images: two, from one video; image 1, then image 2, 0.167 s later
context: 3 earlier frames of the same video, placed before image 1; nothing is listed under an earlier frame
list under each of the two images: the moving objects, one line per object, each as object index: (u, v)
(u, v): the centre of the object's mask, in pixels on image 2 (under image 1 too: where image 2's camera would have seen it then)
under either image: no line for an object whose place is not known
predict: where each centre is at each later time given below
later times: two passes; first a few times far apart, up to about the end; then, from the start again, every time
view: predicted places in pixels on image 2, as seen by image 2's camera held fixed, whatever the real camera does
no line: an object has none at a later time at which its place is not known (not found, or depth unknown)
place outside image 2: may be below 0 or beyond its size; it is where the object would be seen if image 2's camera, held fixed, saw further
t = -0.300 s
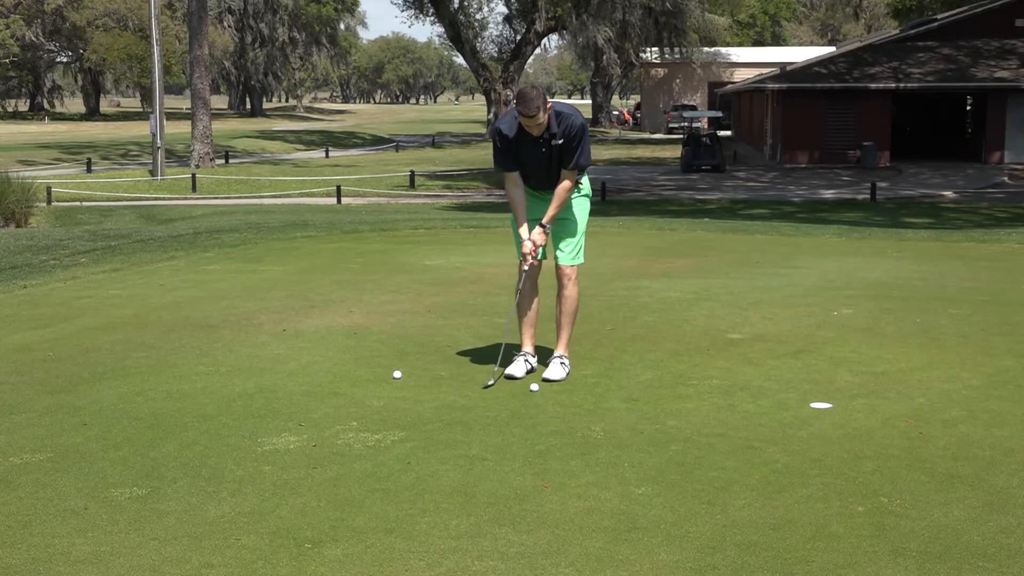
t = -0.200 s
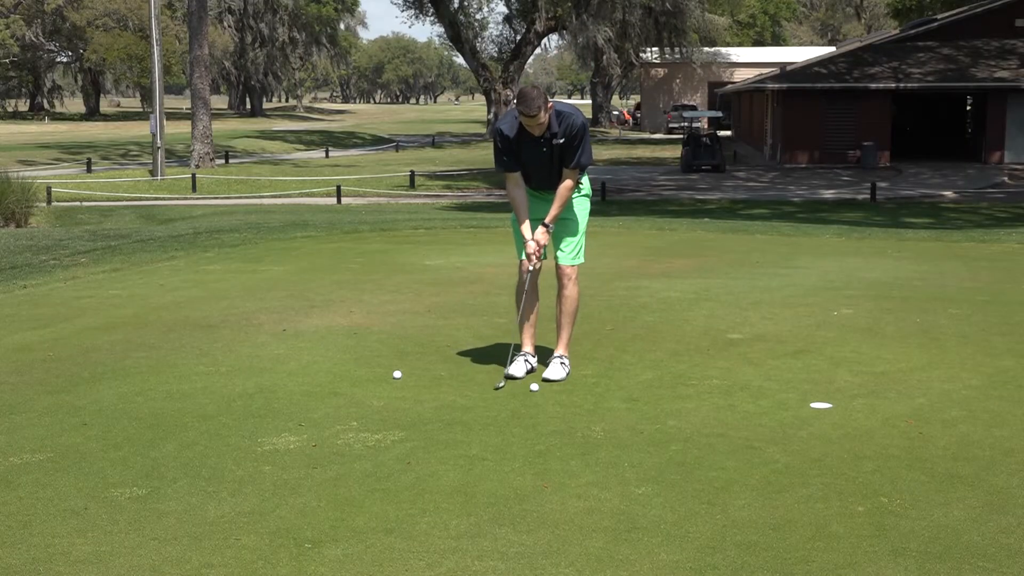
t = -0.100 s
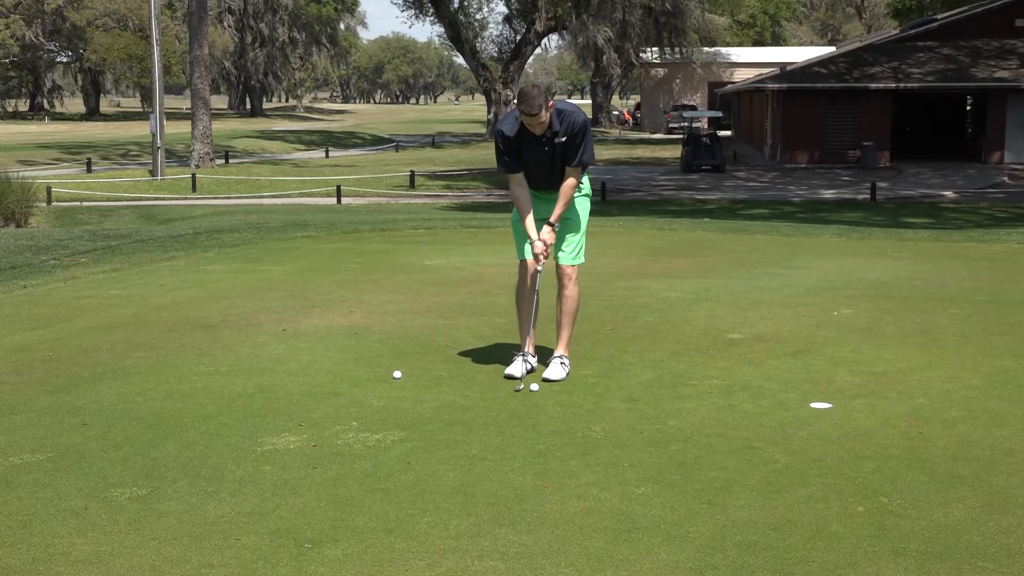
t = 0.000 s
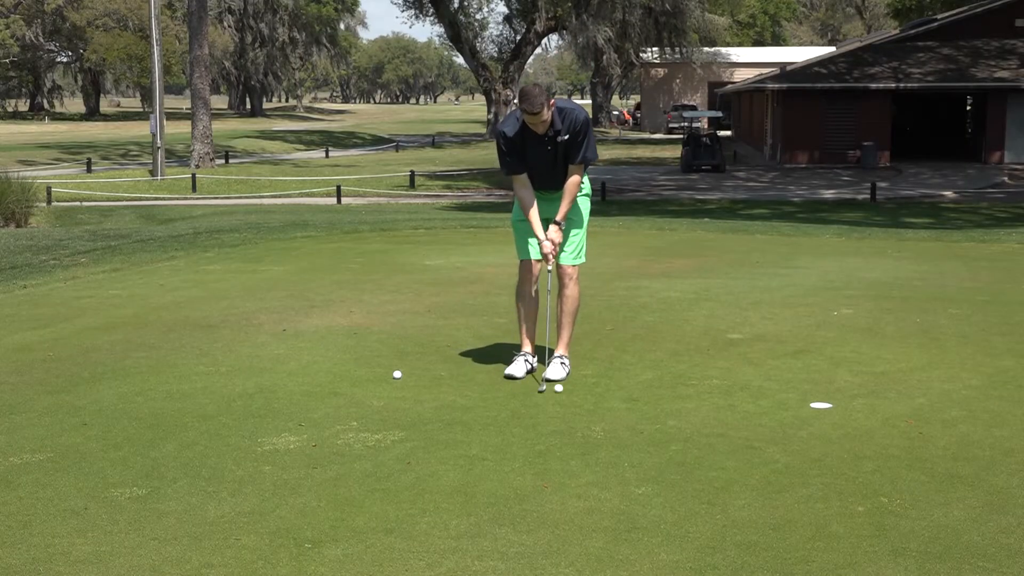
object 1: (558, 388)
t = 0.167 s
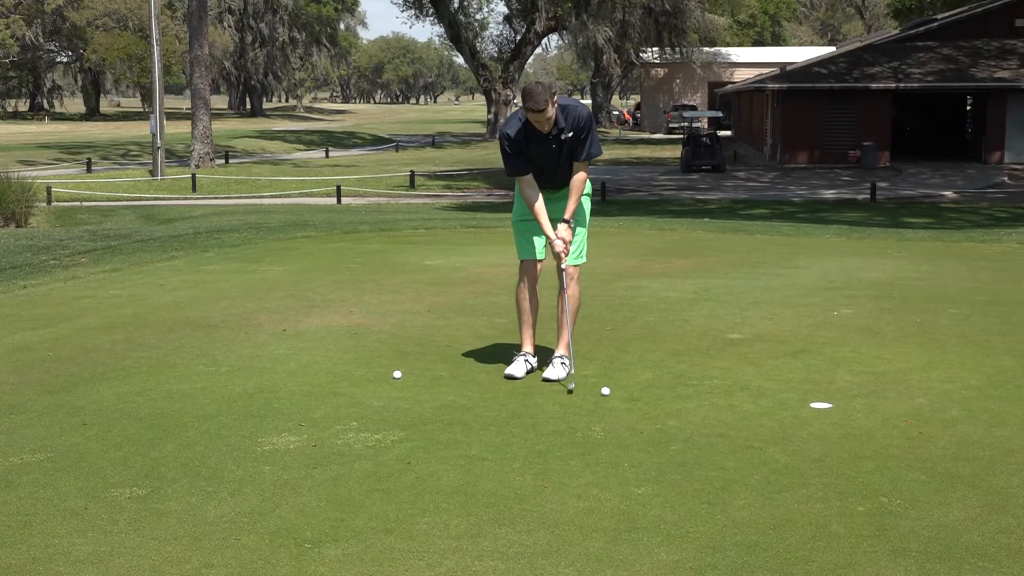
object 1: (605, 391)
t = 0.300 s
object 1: (640, 393)
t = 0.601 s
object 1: (713, 396)
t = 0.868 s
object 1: (770, 398)
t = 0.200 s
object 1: (614, 392)
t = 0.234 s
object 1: (623, 392)
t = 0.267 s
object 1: (632, 393)
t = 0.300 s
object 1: (640, 393)
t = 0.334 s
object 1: (649, 394)
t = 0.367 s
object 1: (658, 394)
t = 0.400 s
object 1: (666, 394)
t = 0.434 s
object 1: (674, 395)
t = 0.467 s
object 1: (682, 395)
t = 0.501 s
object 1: (690, 395)
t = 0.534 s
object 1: (698, 396)
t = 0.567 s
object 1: (706, 396)
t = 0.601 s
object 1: (713, 396)
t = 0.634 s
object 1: (721, 397)
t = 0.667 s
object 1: (728, 397)
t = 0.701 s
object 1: (736, 397)
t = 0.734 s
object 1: (743, 397)
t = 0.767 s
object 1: (750, 398)
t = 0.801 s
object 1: (756, 398)
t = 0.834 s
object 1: (763, 398)
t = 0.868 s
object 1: (770, 398)
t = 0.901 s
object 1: (776, 399)
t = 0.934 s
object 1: (783, 399)
